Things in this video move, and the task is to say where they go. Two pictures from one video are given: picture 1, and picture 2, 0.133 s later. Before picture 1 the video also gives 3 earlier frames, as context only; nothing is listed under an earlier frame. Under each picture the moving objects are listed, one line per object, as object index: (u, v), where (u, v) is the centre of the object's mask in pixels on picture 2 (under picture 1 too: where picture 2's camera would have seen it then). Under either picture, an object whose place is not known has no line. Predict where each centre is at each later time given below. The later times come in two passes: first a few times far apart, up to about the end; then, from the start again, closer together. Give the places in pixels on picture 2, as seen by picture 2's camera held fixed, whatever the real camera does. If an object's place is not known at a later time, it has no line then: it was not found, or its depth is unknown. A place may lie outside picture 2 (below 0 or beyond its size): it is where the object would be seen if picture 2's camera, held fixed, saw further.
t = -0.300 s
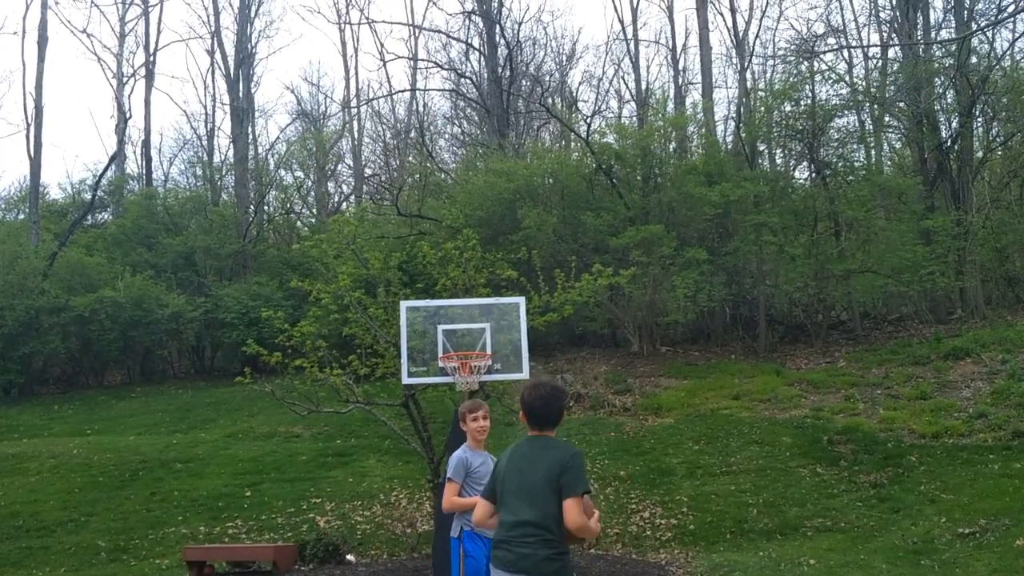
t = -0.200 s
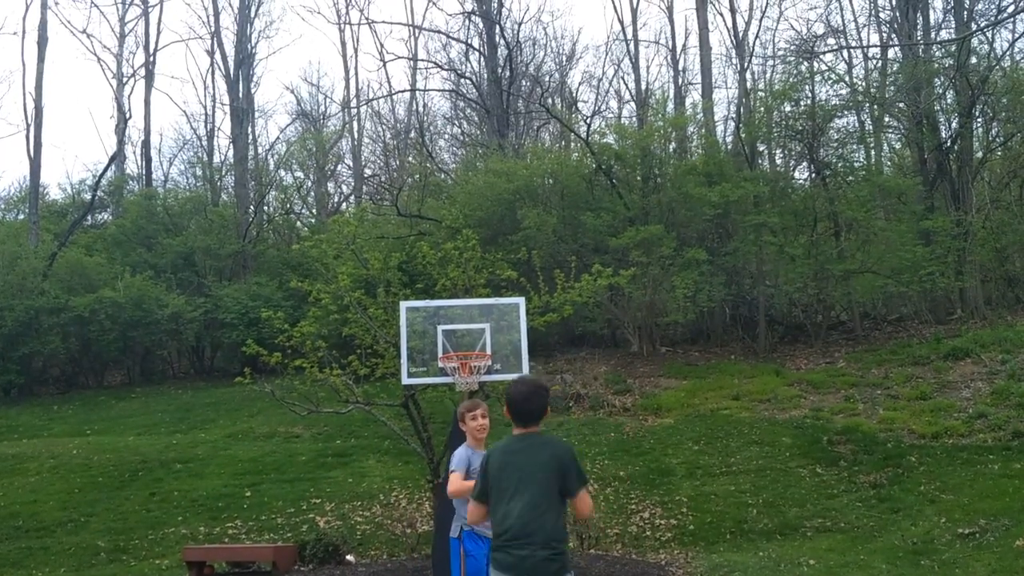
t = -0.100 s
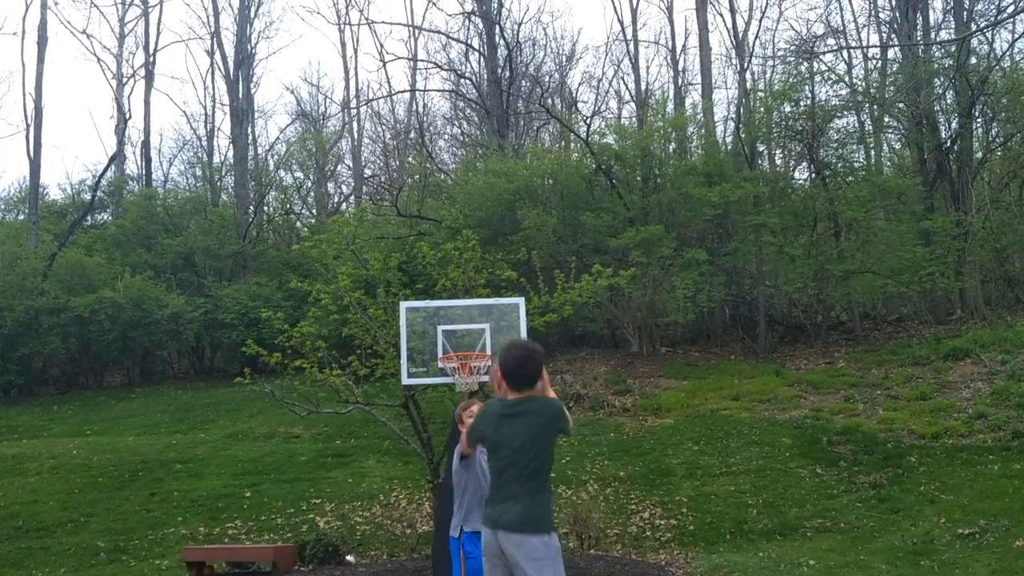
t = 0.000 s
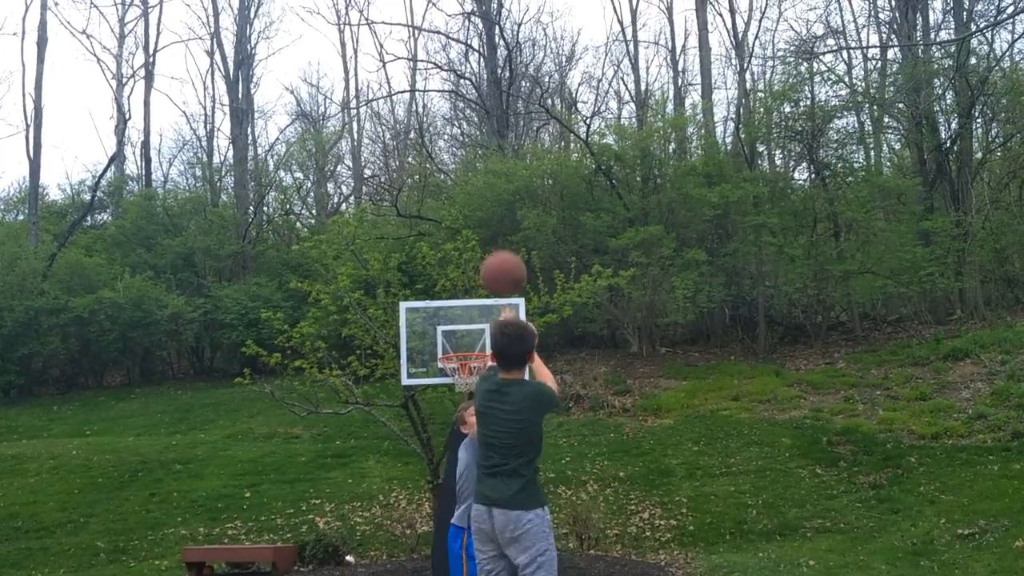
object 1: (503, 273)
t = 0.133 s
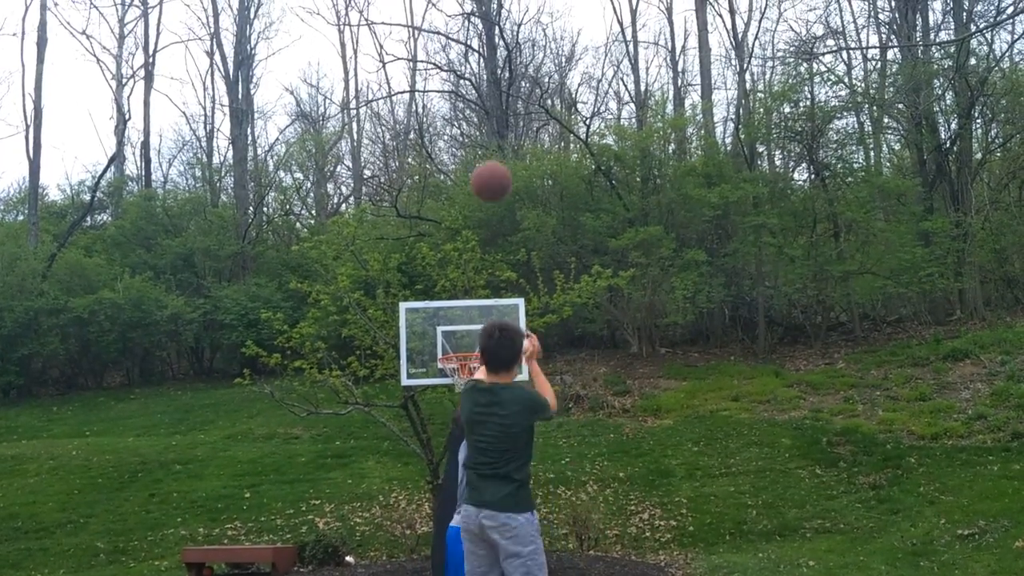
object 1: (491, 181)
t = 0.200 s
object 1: (486, 152)
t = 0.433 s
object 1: (472, 117)
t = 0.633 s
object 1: (462, 145)
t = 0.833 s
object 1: (456, 210)
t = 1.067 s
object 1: (451, 325)
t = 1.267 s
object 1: (436, 321)
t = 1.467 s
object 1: (416, 306)
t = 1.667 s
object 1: (394, 335)
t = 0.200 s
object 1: (486, 152)
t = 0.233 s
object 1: (483, 141)
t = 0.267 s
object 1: (481, 132)
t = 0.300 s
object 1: (479, 125)
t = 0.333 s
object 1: (477, 121)
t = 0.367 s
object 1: (475, 117)
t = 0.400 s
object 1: (473, 116)
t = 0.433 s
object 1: (472, 117)
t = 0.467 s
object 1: (470, 118)
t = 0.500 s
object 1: (469, 120)
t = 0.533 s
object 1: (467, 124)
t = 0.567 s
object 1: (465, 129)
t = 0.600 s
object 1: (464, 137)
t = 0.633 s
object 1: (462, 145)
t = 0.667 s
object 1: (461, 153)
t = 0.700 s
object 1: (461, 163)
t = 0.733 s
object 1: (460, 173)
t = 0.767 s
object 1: (459, 185)
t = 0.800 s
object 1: (458, 197)
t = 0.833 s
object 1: (456, 210)
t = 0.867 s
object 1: (455, 224)
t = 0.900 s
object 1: (455, 239)
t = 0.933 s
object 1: (454, 255)
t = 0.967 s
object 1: (453, 271)
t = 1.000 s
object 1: (452, 288)
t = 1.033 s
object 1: (452, 306)
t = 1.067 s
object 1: (451, 325)
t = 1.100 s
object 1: (450, 343)
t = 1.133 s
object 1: (448, 348)
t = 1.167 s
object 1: (445, 343)
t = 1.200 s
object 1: (442, 334)
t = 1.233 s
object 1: (439, 327)
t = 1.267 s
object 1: (436, 321)
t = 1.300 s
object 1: (433, 316)
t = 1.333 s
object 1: (430, 312)
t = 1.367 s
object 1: (426, 309)
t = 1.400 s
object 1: (423, 307)
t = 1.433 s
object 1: (420, 306)
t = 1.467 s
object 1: (416, 306)
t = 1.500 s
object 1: (413, 307)
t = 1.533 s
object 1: (409, 310)
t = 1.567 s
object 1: (405, 314)
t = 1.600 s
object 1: (402, 320)
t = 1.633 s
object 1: (398, 327)
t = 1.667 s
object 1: (394, 335)
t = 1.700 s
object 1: (389, 345)
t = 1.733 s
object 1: (385, 356)
